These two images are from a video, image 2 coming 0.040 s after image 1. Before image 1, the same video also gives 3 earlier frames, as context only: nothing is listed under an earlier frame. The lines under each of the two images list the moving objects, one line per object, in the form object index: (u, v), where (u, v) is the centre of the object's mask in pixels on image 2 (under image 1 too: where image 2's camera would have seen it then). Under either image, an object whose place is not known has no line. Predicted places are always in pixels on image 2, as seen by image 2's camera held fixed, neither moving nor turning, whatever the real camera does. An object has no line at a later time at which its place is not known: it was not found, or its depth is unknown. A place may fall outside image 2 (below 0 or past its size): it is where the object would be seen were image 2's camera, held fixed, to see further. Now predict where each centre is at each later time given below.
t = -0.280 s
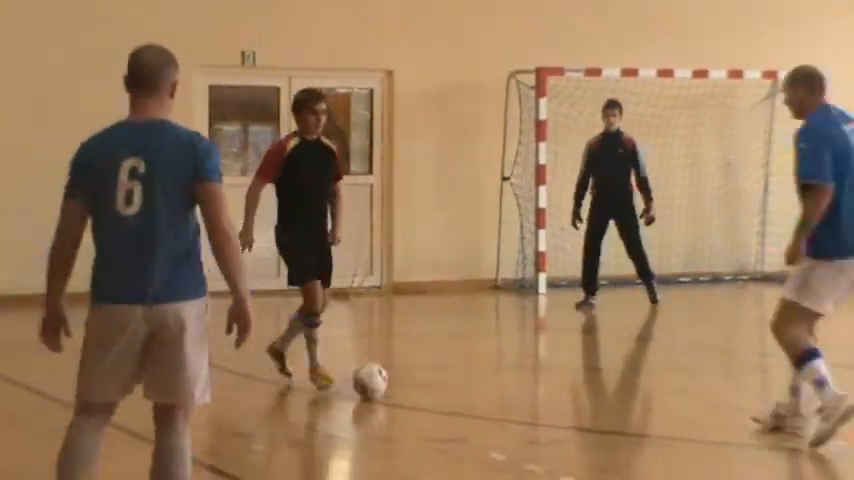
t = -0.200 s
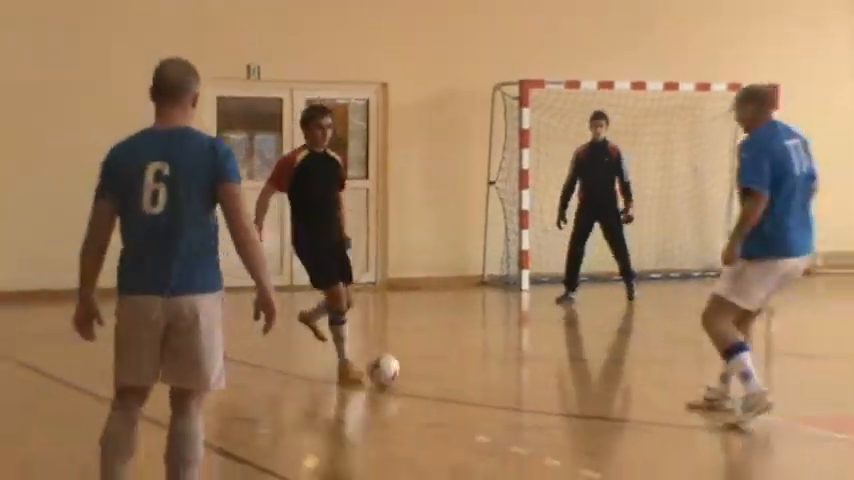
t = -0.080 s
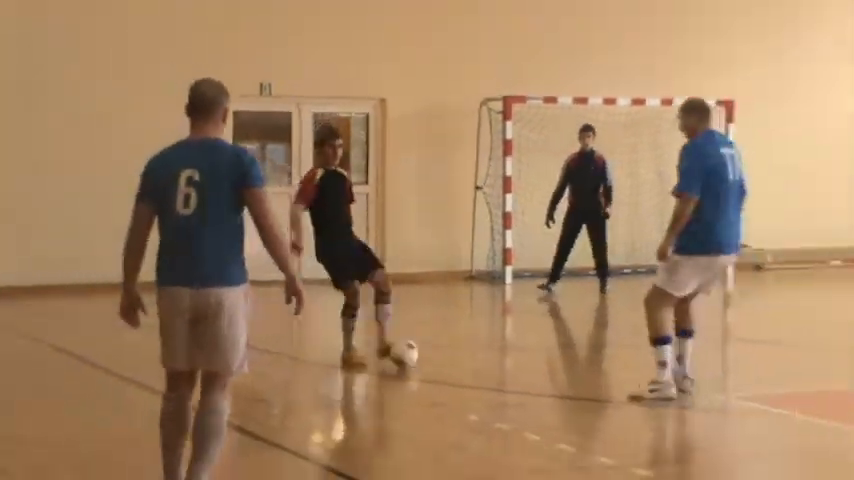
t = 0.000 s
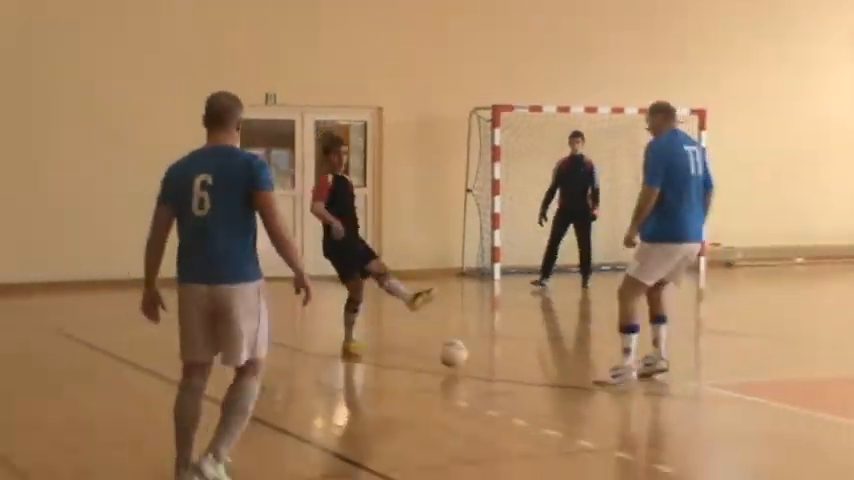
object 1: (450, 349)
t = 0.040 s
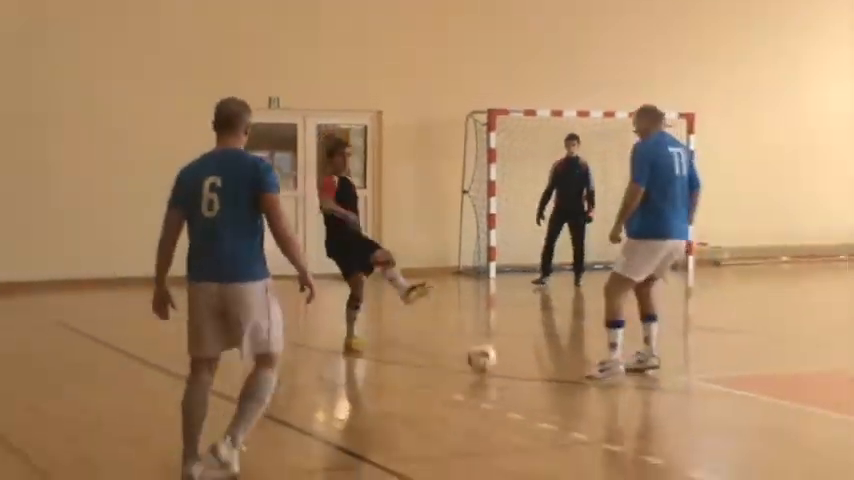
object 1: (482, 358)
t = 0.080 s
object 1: (513, 370)
